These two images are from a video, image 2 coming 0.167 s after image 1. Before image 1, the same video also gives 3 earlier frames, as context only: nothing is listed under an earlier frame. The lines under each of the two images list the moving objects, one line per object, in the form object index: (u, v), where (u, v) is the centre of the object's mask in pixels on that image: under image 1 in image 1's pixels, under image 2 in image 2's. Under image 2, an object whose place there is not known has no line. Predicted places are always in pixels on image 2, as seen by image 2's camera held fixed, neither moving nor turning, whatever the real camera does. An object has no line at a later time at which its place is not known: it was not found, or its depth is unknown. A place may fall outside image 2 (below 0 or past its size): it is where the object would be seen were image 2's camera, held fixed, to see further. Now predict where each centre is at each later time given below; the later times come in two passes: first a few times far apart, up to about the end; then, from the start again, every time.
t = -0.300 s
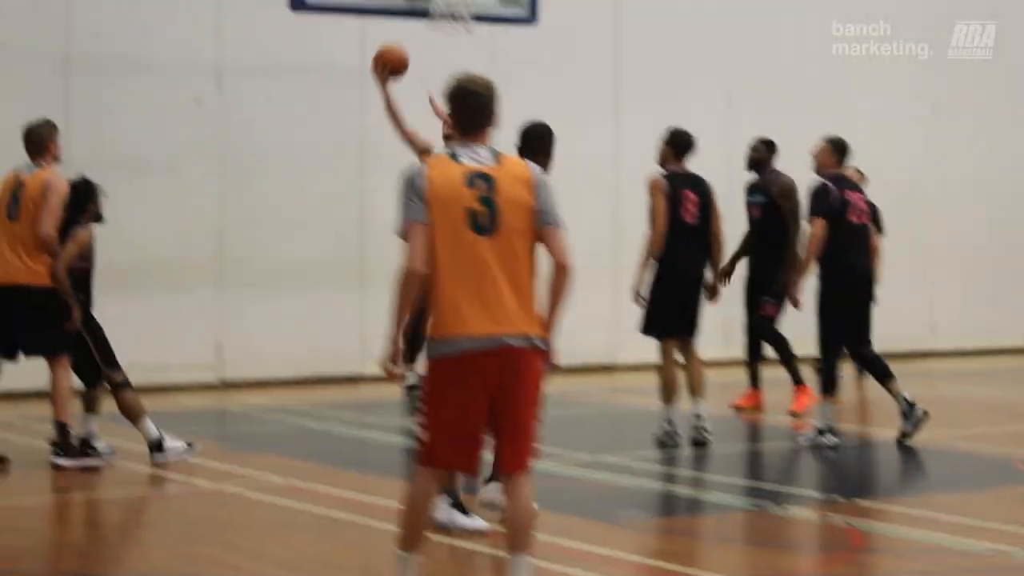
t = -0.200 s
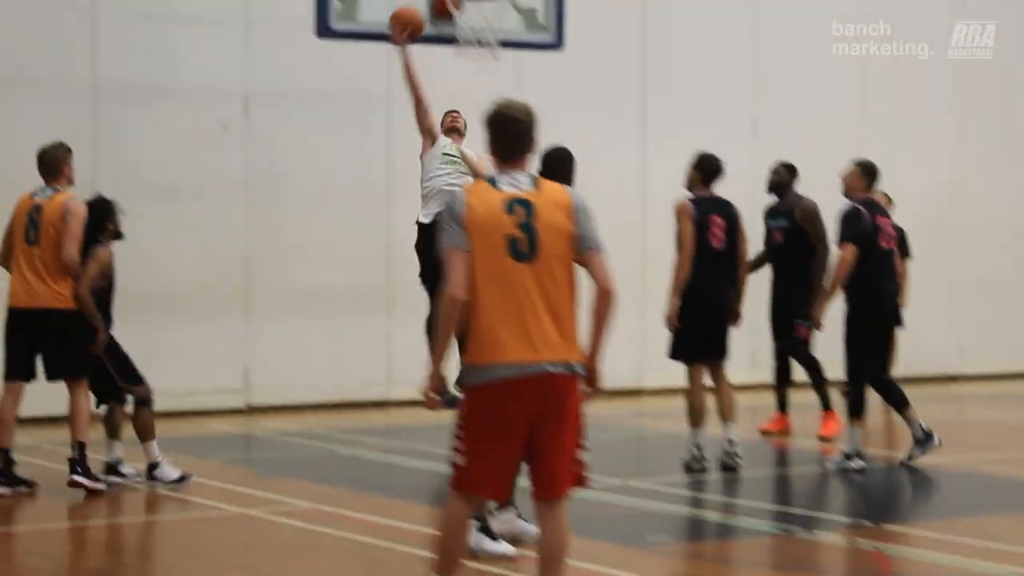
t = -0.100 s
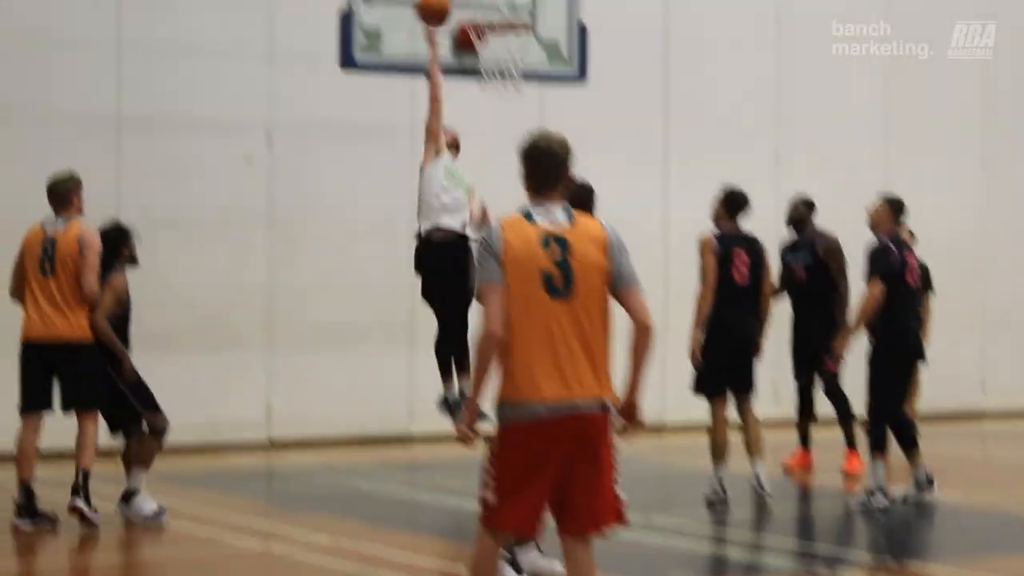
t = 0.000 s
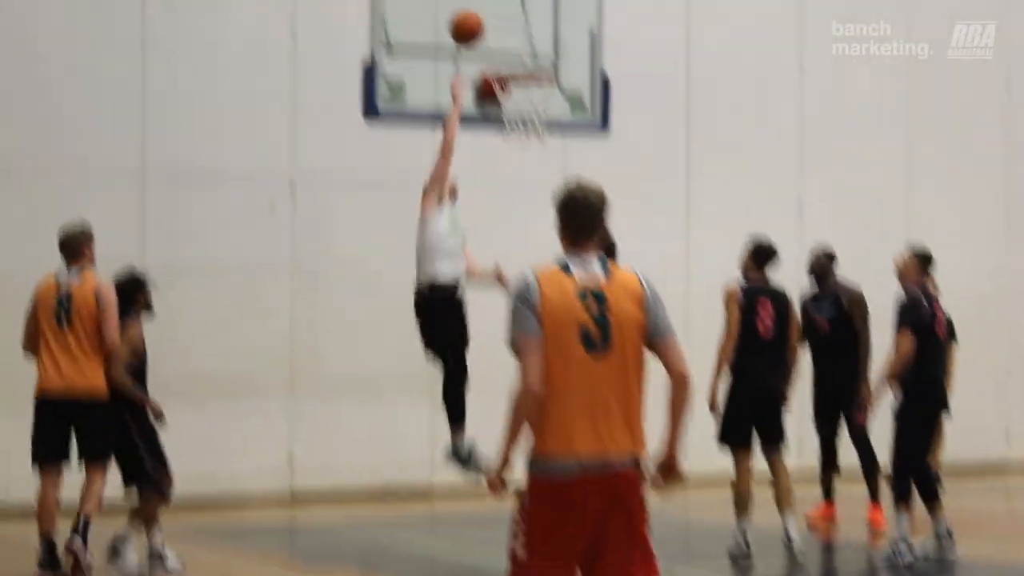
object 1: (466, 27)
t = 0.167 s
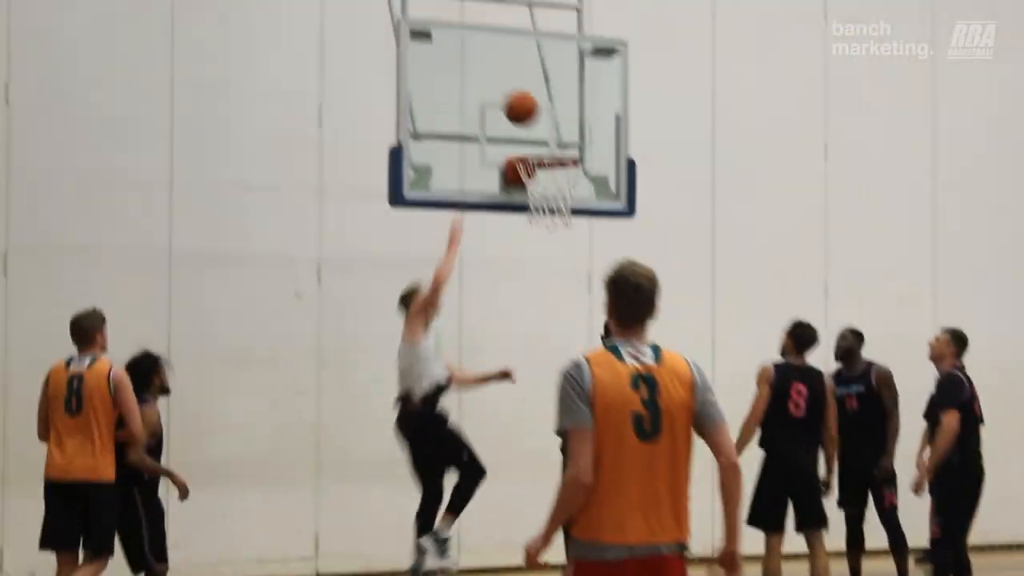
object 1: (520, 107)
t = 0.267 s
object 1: (541, 125)
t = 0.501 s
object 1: (573, 207)
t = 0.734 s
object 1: (569, 317)
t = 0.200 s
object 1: (527, 113)
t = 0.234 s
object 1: (534, 116)
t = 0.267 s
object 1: (541, 125)
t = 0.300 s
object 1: (548, 132)
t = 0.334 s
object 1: (554, 143)
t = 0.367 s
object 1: (559, 157)
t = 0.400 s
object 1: (567, 173)
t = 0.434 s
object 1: (573, 185)
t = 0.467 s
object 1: (574, 196)
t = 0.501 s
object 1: (573, 207)
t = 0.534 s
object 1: (572, 218)
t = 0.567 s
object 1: (573, 231)
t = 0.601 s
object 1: (572, 244)
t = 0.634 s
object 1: (571, 259)
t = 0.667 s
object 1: (570, 277)
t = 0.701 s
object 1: (570, 296)
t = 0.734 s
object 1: (569, 317)
